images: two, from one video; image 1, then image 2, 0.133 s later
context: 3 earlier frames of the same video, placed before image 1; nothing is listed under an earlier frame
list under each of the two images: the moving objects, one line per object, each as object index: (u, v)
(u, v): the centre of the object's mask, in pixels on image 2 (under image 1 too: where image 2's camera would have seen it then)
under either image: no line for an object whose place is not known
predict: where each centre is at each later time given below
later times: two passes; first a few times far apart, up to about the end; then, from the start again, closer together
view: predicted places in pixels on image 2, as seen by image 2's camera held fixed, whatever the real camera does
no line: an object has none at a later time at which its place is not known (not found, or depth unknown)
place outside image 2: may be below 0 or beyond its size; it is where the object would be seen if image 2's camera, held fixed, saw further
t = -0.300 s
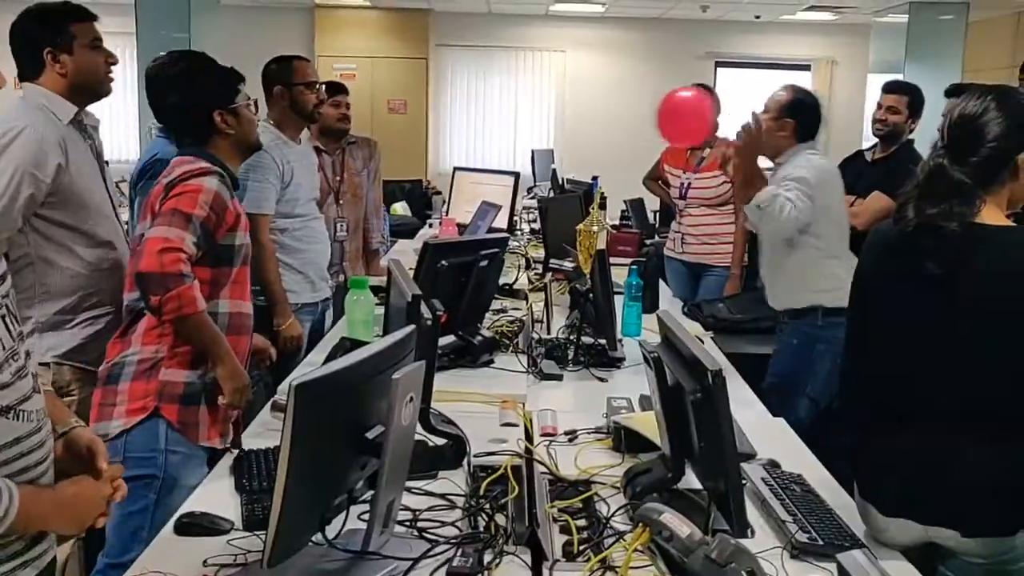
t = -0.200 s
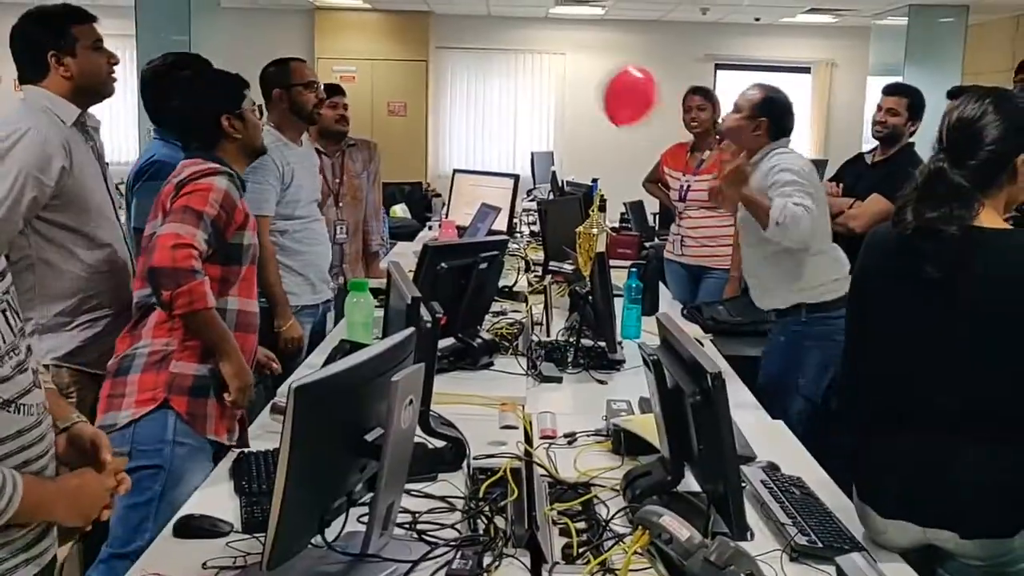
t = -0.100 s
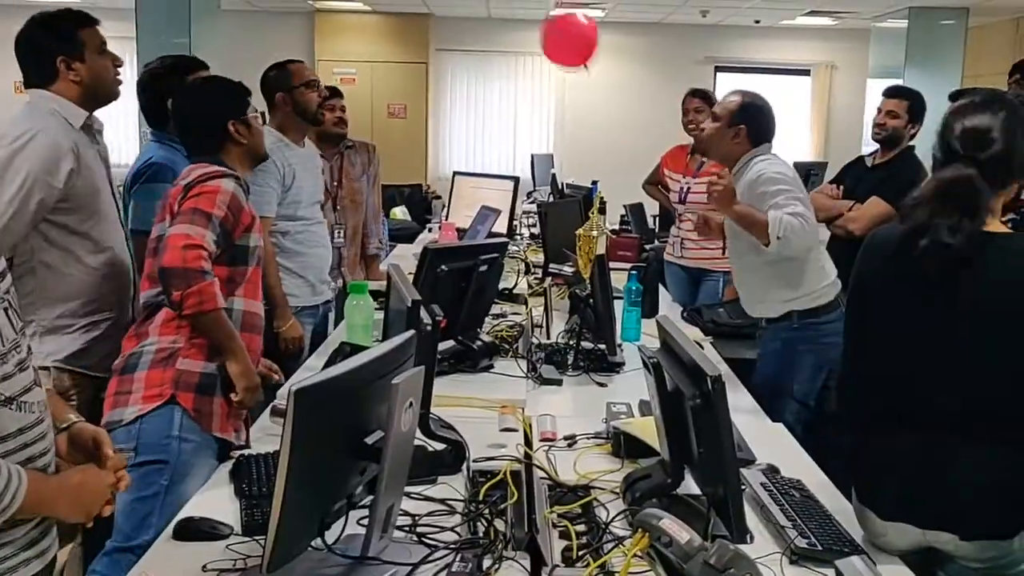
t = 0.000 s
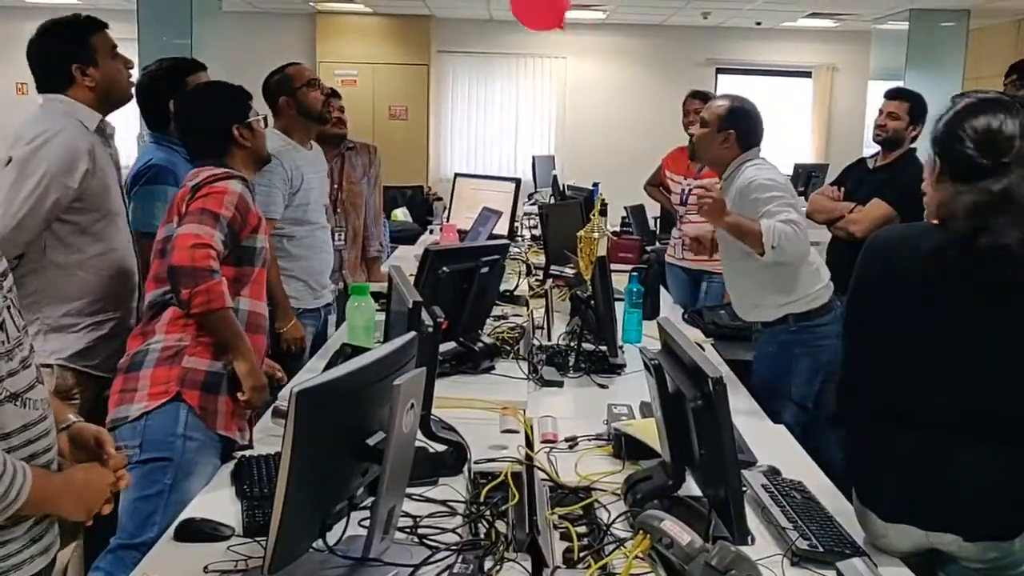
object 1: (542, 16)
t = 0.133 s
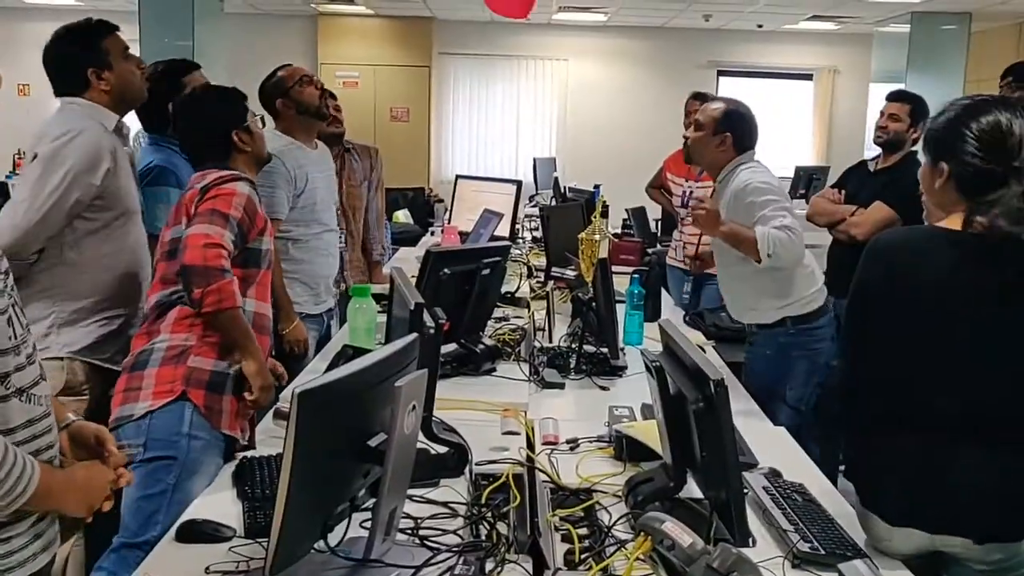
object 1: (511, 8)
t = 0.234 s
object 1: (490, 9)
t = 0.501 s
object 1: (447, 48)
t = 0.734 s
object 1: (508, 150)
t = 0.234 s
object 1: (490, 9)
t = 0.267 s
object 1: (483, 10)
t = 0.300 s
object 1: (477, 12)
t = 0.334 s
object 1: (471, 15)
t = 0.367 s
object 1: (466, 18)
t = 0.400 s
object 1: (461, 22)
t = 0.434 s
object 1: (456, 30)
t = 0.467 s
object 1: (452, 39)
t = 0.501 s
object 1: (447, 48)
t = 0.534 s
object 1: (444, 57)
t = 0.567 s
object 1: (440, 69)
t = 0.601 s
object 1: (446, 82)
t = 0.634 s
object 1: (460, 99)
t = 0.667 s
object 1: (479, 119)
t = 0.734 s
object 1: (508, 150)
